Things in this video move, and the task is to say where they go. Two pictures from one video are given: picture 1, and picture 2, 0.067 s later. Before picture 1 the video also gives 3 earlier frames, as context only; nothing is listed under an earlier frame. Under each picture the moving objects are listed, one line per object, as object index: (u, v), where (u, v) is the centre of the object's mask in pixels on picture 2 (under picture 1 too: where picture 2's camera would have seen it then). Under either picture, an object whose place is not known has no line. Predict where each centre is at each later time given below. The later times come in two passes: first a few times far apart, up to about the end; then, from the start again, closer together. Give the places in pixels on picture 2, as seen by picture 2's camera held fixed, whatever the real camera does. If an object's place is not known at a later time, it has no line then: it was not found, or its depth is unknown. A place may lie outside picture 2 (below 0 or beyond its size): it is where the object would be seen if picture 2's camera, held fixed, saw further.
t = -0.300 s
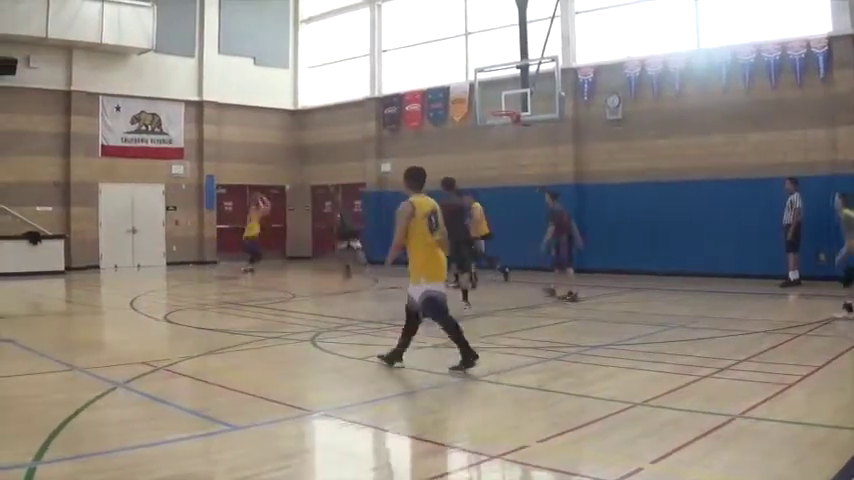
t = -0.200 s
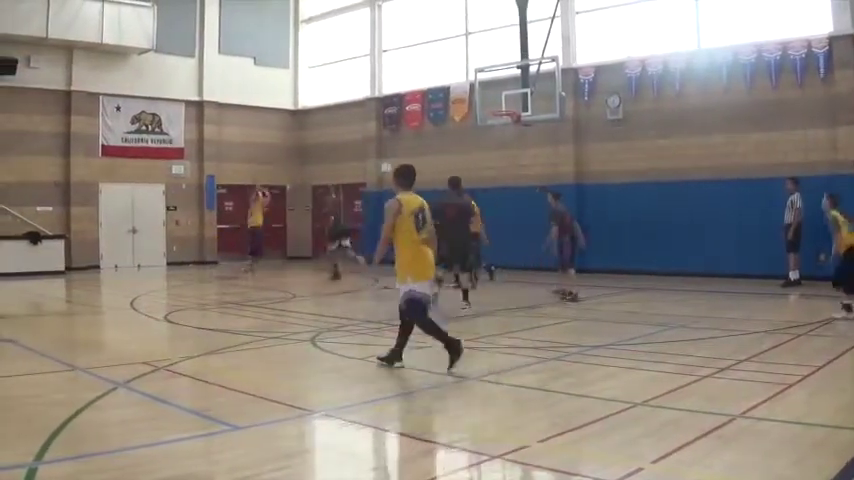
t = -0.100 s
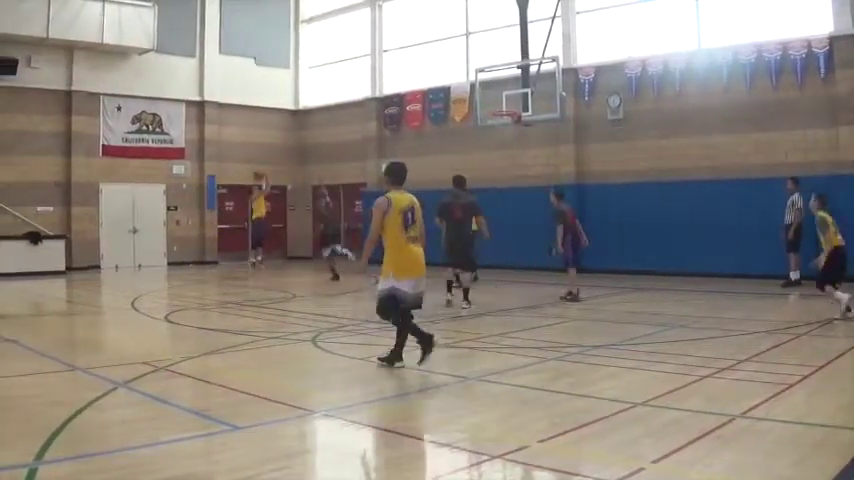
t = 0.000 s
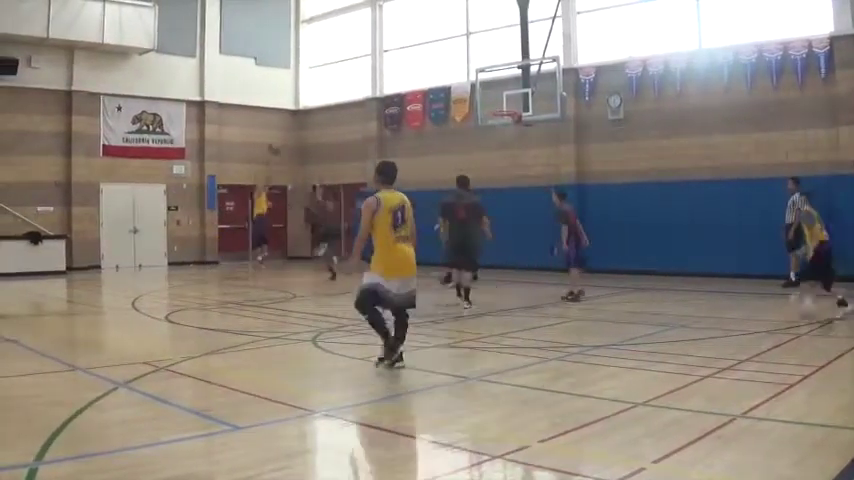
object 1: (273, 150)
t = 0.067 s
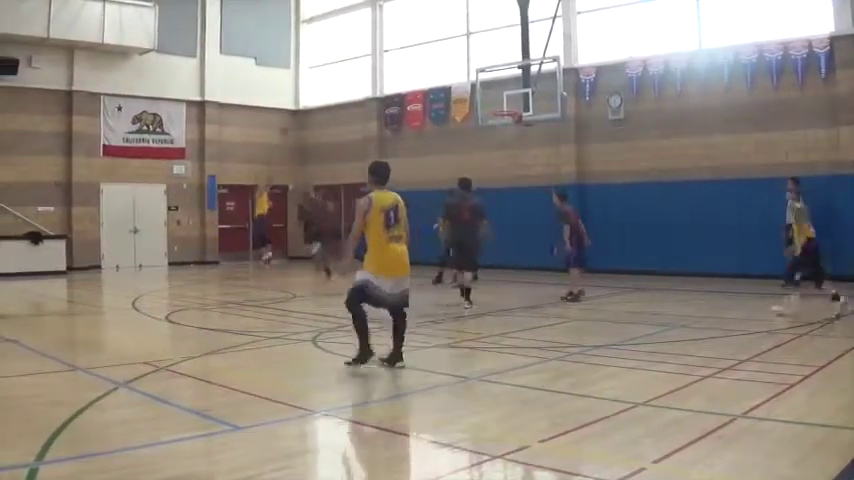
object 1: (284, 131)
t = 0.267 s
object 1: (325, 88)
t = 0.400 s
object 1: (352, 68)
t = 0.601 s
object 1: (396, 53)
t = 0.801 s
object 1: (444, 59)
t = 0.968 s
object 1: (486, 80)
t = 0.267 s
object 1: (325, 88)
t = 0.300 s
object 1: (332, 83)
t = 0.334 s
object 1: (338, 77)
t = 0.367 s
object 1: (345, 73)
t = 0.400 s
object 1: (352, 68)
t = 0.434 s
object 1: (360, 65)
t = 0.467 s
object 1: (367, 61)
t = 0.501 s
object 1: (374, 59)
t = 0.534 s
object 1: (382, 57)
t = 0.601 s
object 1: (396, 53)
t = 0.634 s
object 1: (404, 53)
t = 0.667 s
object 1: (411, 53)
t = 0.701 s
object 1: (419, 53)
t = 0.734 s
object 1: (427, 55)
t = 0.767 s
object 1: (435, 57)
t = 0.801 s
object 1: (444, 59)
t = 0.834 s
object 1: (452, 62)
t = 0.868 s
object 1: (460, 65)
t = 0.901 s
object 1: (468, 70)
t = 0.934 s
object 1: (477, 75)
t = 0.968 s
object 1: (486, 80)
